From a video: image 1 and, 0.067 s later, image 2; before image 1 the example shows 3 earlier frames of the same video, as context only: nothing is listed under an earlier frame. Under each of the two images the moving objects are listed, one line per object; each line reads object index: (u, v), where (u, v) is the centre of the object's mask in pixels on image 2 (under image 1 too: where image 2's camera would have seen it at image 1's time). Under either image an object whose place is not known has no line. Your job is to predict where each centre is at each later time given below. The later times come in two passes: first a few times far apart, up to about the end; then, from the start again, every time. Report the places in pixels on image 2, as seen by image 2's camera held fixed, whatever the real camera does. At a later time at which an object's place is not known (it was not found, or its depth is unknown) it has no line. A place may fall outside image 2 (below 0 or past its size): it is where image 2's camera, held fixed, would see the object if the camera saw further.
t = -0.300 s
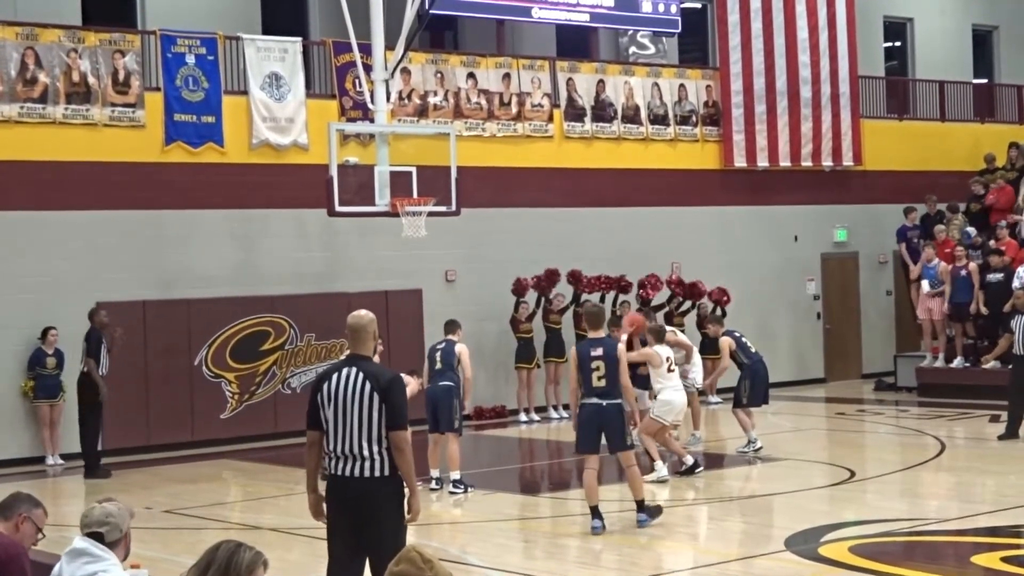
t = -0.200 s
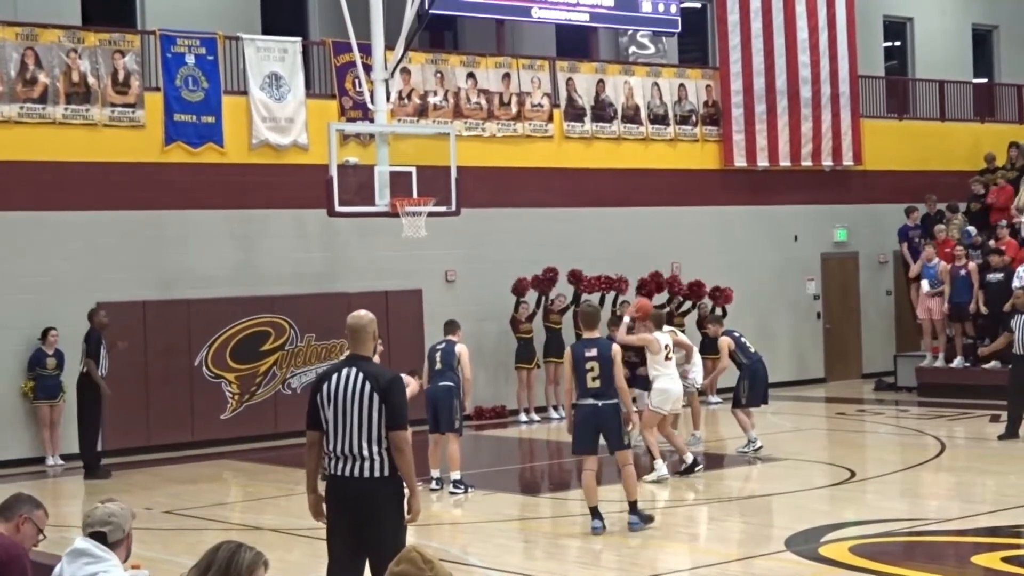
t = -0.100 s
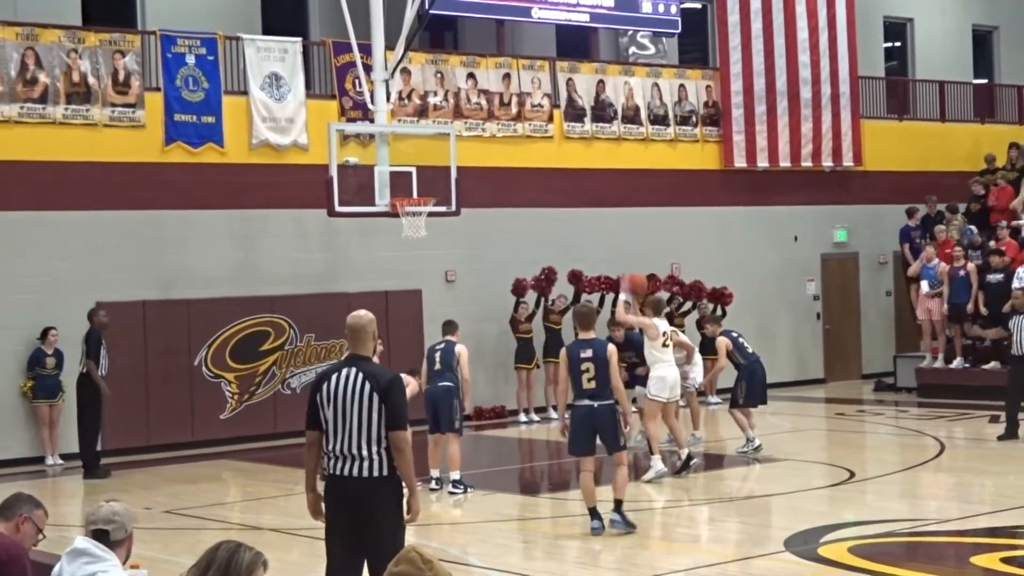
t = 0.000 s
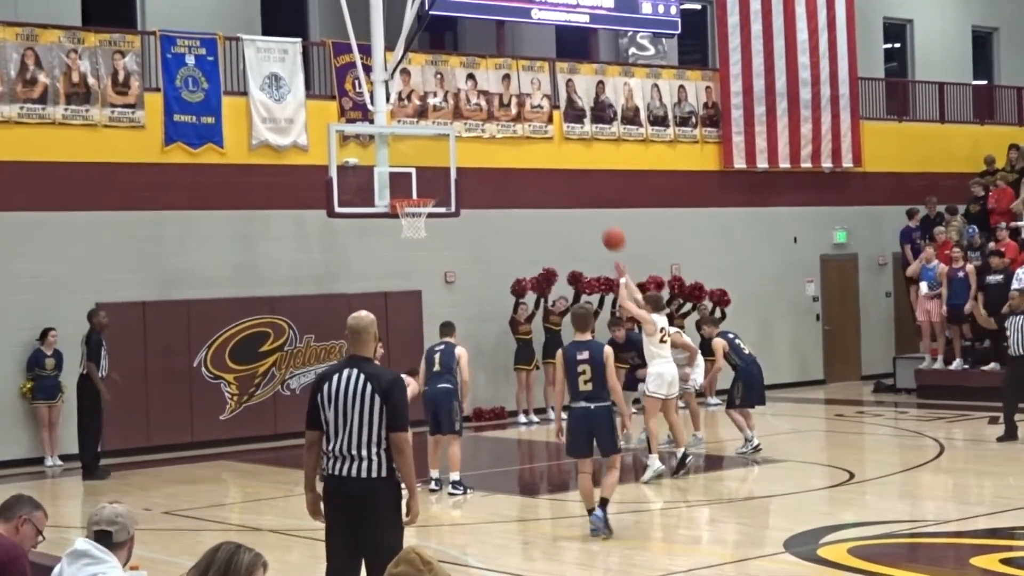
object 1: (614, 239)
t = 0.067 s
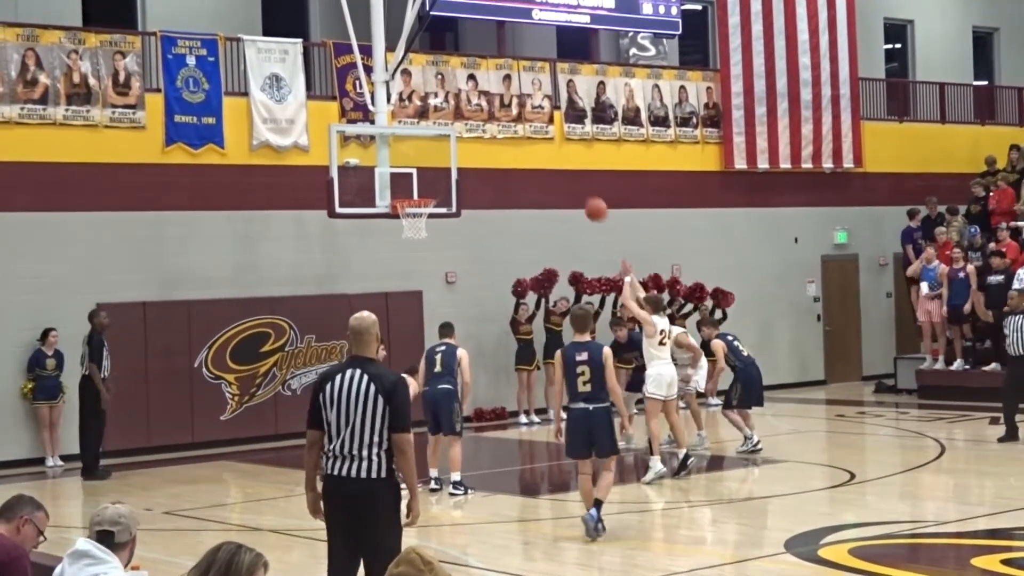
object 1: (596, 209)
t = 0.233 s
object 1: (552, 157)
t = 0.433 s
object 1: (504, 130)
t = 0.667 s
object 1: (455, 143)
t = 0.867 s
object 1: (419, 188)
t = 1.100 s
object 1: (419, 257)
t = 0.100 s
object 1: (588, 195)
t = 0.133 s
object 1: (579, 185)
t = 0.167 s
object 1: (570, 175)
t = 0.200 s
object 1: (561, 166)
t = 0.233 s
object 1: (552, 157)
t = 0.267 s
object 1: (545, 150)
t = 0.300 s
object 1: (536, 144)
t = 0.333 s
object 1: (527, 141)
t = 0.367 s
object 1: (520, 135)
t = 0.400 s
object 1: (512, 132)
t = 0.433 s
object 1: (504, 130)
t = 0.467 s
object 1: (497, 129)
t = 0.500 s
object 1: (490, 129)
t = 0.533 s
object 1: (483, 130)
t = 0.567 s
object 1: (476, 132)
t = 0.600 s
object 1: (469, 135)
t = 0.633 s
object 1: (462, 139)
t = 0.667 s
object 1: (455, 143)
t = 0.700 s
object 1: (449, 149)
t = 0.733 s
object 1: (442, 155)
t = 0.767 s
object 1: (436, 161)
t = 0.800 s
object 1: (430, 169)
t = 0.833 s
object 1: (426, 177)
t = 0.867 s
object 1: (419, 188)
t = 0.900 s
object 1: (411, 194)
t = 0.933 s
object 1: (410, 210)
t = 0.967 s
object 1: (409, 219)
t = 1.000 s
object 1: (410, 232)
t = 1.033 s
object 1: (414, 238)
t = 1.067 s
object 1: (416, 247)
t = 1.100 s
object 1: (419, 257)
